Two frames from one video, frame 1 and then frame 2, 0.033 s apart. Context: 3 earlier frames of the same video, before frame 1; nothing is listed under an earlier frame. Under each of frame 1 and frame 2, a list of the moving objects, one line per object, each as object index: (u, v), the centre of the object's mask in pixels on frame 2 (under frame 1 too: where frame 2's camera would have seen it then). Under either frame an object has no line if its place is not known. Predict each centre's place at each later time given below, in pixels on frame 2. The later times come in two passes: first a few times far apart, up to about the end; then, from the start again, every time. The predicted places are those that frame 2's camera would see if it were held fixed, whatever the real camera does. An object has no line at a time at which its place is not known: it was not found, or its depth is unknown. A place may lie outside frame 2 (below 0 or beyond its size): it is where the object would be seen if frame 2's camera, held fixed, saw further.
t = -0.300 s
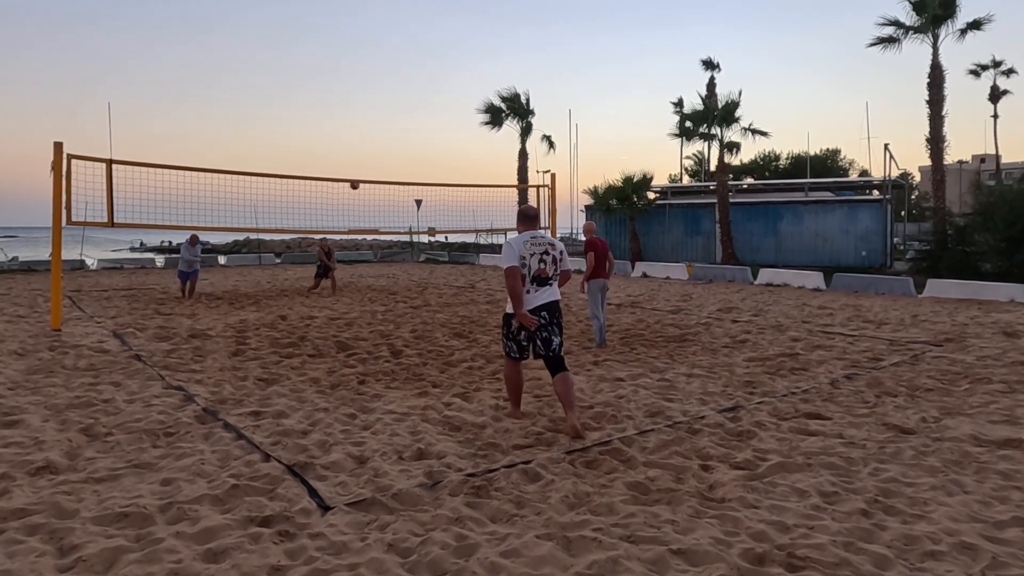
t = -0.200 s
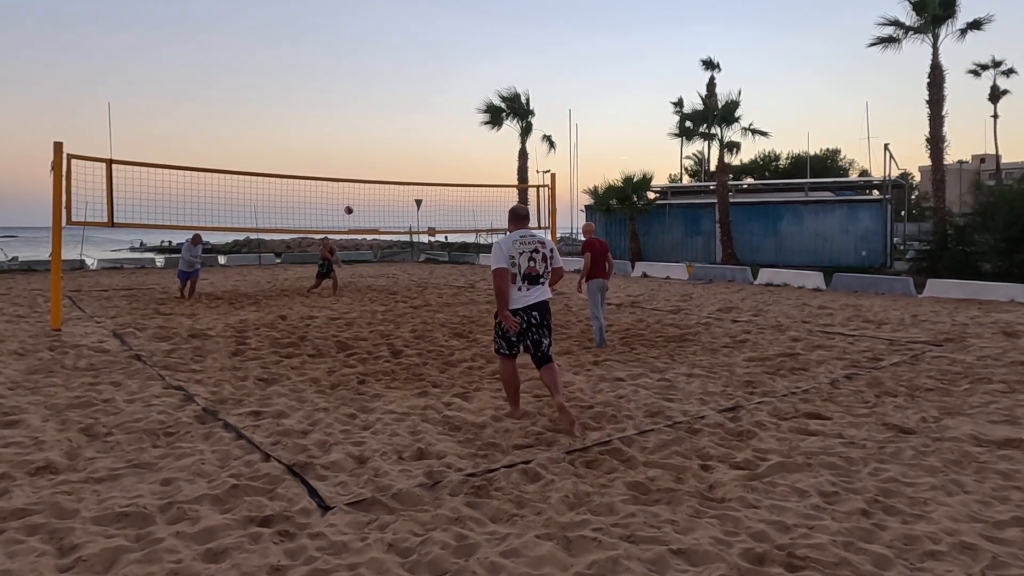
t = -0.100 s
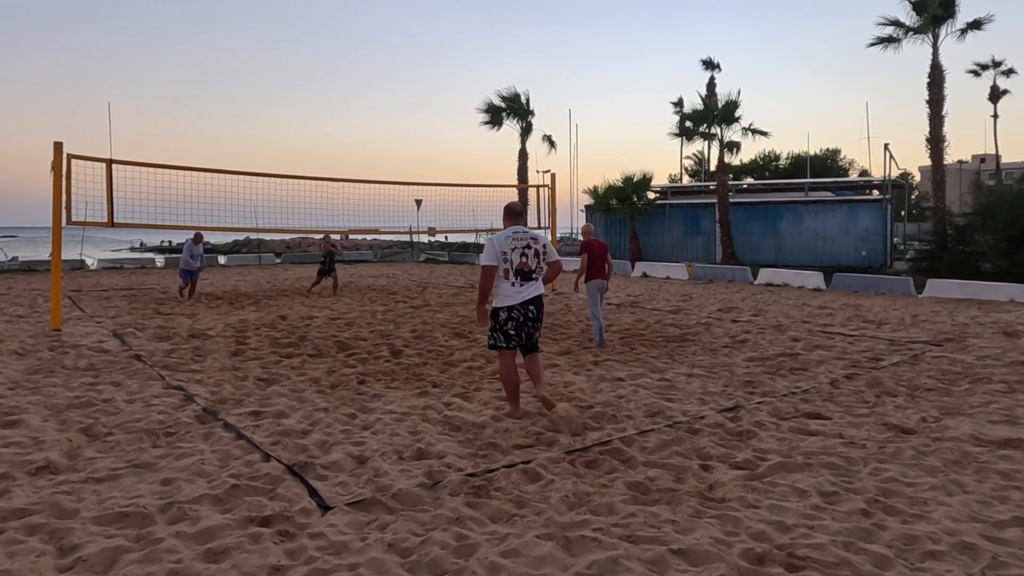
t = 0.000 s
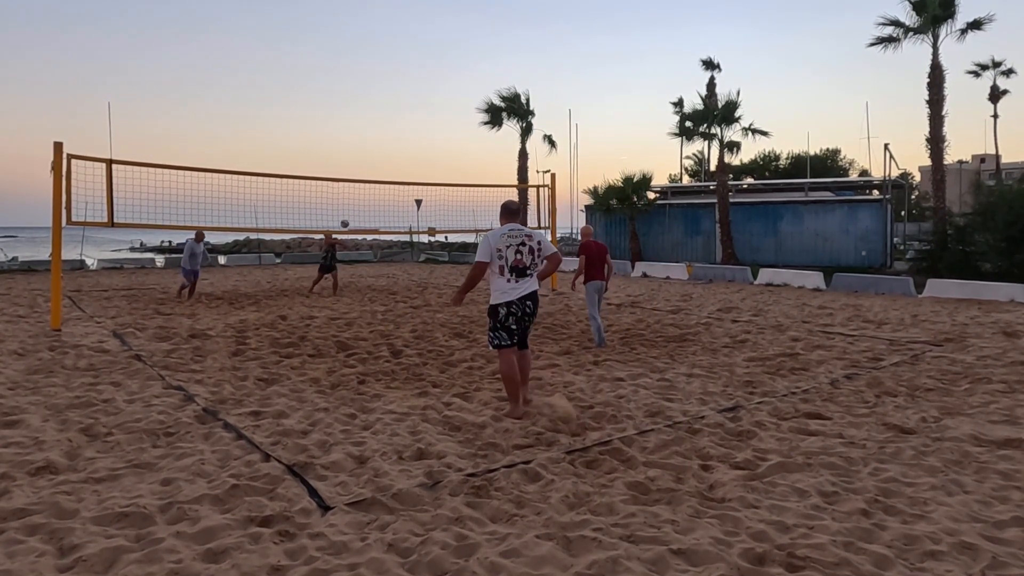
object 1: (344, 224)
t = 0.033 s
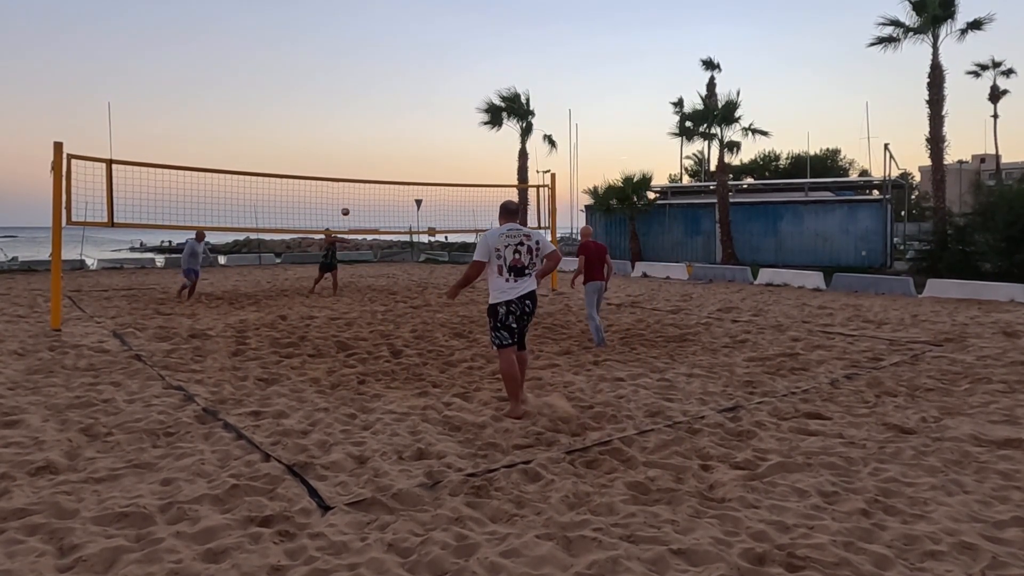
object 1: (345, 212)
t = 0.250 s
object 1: (349, 144)
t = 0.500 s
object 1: (353, 90)
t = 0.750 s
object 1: (357, 60)
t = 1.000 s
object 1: (360, 57)
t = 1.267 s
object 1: (364, 85)
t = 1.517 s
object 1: (368, 140)
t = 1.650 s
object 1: (371, 181)
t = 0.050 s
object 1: (345, 206)
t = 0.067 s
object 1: (346, 200)
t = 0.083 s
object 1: (346, 195)
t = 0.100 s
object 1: (346, 189)
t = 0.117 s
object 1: (346, 185)
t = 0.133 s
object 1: (347, 177)
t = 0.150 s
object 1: (347, 173)
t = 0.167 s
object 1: (348, 168)
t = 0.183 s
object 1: (348, 163)
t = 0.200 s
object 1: (348, 158)
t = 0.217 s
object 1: (349, 154)
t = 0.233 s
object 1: (349, 149)
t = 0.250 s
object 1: (349, 144)
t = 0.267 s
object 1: (350, 140)
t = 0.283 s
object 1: (350, 136)
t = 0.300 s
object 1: (350, 132)
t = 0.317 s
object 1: (350, 127)
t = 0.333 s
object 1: (351, 123)
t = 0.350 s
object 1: (351, 120)
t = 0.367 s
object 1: (351, 116)
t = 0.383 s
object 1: (351, 112)
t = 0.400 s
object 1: (352, 109)
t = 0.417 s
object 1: (352, 105)
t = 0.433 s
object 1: (352, 102)
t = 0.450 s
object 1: (352, 99)
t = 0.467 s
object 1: (353, 95)
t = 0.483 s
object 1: (353, 93)
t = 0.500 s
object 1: (353, 90)
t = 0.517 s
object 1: (353, 87)
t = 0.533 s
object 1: (354, 84)
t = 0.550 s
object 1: (354, 82)
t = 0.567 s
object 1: (354, 79)
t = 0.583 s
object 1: (354, 77)
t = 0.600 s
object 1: (355, 75)
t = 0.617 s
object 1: (355, 73)
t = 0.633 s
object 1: (355, 71)
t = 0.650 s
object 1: (355, 69)
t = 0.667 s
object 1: (355, 67)
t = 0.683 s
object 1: (356, 66)
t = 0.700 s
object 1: (356, 64)
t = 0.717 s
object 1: (356, 63)
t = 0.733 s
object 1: (356, 61)
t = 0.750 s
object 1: (357, 60)
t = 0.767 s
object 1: (357, 59)
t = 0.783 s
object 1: (357, 58)
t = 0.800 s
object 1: (357, 57)
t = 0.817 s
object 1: (357, 57)
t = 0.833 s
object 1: (358, 56)
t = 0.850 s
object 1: (358, 56)
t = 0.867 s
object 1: (358, 55)
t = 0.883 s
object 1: (358, 55)
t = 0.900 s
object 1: (359, 55)
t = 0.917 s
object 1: (359, 55)
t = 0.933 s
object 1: (359, 55)
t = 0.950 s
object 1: (359, 56)
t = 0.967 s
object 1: (360, 56)
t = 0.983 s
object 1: (360, 57)
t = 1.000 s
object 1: (360, 57)
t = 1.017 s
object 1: (360, 58)
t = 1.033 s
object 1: (361, 59)
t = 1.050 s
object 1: (361, 60)
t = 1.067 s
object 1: (361, 61)
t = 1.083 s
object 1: (361, 62)
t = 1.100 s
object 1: (362, 64)
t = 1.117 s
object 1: (362, 65)
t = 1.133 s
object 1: (362, 67)
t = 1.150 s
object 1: (362, 69)
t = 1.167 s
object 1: (363, 70)
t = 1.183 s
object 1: (363, 73)
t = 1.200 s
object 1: (363, 75)
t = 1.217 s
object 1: (363, 77)
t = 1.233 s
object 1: (364, 79)
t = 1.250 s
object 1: (364, 82)
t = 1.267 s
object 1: (364, 85)
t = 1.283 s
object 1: (364, 87)
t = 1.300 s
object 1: (365, 90)
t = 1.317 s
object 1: (365, 93)
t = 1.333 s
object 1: (365, 96)
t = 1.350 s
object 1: (366, 100)
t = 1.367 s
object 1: (366, 103)
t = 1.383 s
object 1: (366, 107)
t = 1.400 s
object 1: (366, 110)
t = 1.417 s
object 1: (367, 114)
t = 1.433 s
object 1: (367, 118)
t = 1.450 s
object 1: (367, 122)
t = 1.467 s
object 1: (367, 126)
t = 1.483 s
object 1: (368, 131)
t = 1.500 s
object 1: (368, 135)
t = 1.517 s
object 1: (368, 140)
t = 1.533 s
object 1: (368, 145)
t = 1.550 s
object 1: (369, 149)
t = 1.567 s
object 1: (369, 155)
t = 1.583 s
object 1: (369, 160)
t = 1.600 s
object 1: (370, 165)
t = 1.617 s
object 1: (370, 170)
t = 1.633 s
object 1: (370, 175)
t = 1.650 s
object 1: (371, 181)
